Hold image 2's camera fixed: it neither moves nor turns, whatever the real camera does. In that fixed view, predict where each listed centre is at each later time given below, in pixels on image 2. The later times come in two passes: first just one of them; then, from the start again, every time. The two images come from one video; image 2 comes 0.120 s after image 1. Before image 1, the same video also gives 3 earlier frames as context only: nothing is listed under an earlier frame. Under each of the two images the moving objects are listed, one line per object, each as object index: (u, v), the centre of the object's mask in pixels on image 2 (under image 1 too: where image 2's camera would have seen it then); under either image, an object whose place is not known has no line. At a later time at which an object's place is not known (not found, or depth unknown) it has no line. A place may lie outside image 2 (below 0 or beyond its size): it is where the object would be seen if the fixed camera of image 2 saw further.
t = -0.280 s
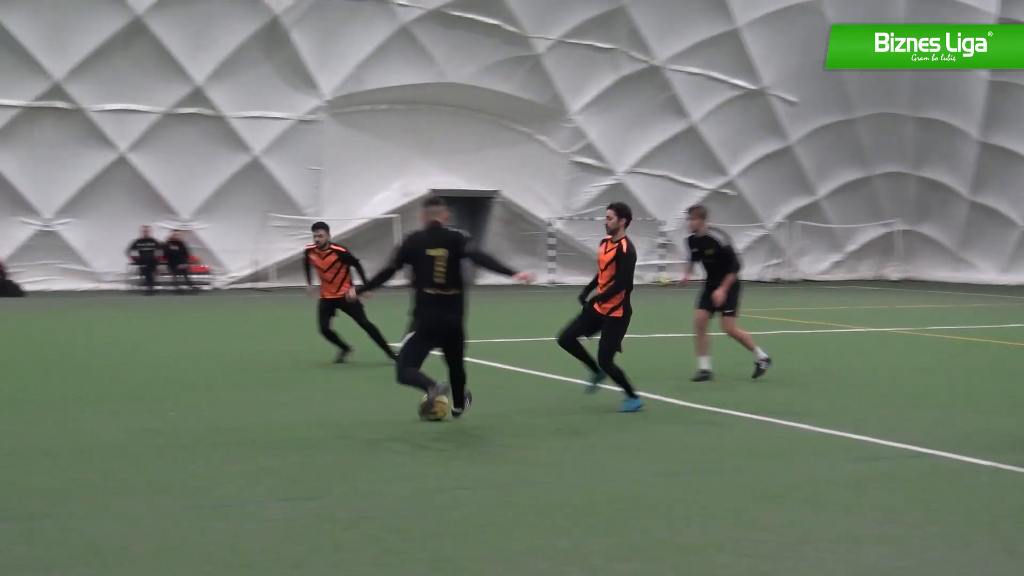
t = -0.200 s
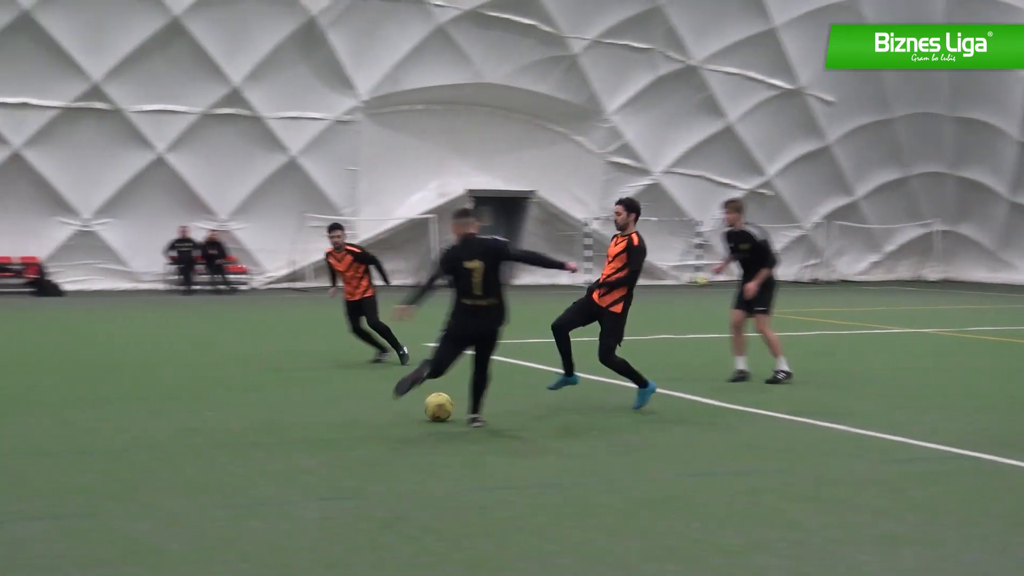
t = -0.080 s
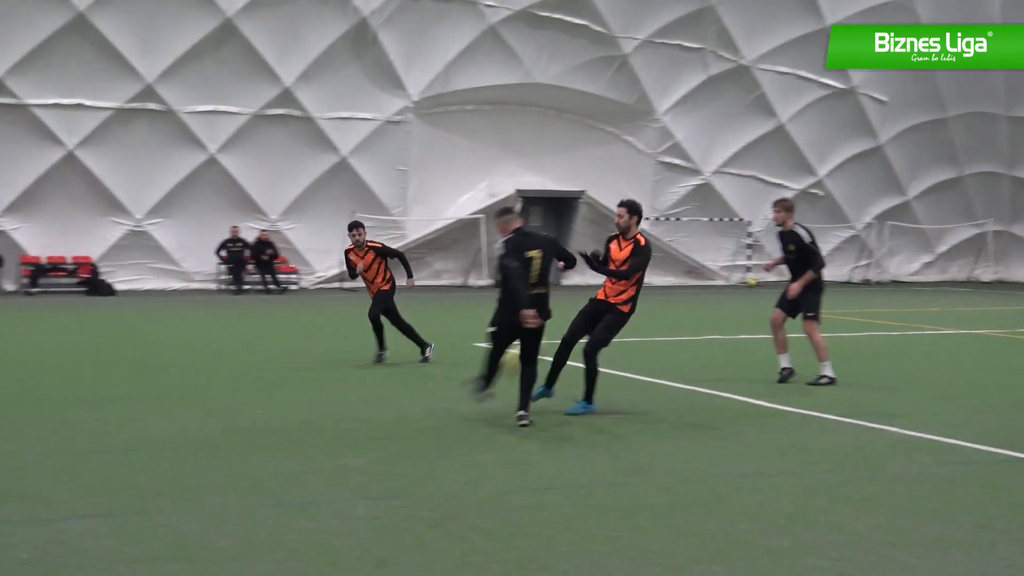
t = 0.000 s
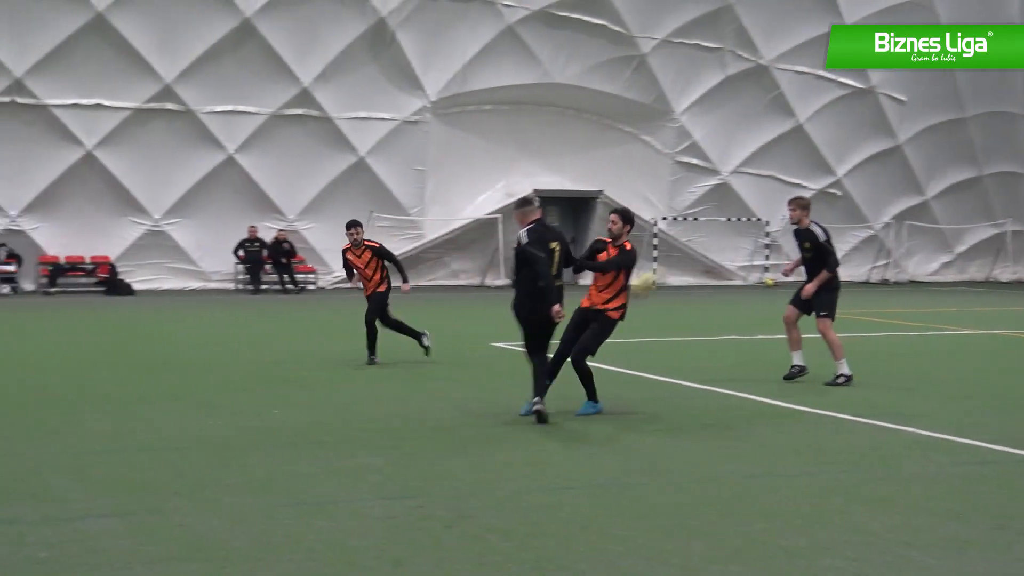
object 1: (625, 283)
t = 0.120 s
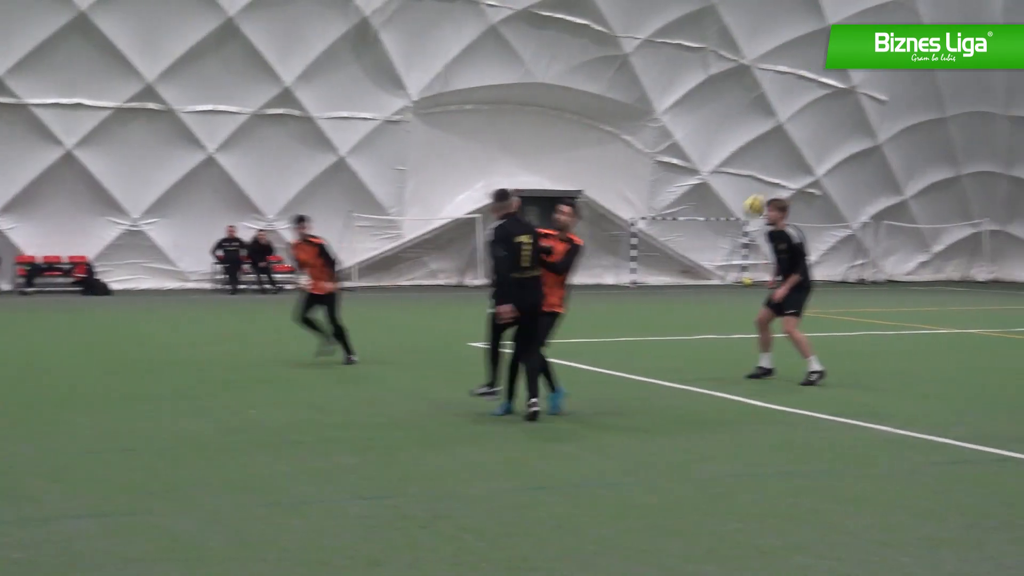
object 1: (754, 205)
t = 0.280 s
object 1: (897, 144)
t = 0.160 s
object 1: (792, 187)
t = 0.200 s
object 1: (830, 171)
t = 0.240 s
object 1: (864, 156)
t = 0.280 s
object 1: (897, 144)
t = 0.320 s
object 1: (927, 134)
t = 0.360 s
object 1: (957, 126)
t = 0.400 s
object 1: (985, 119)
